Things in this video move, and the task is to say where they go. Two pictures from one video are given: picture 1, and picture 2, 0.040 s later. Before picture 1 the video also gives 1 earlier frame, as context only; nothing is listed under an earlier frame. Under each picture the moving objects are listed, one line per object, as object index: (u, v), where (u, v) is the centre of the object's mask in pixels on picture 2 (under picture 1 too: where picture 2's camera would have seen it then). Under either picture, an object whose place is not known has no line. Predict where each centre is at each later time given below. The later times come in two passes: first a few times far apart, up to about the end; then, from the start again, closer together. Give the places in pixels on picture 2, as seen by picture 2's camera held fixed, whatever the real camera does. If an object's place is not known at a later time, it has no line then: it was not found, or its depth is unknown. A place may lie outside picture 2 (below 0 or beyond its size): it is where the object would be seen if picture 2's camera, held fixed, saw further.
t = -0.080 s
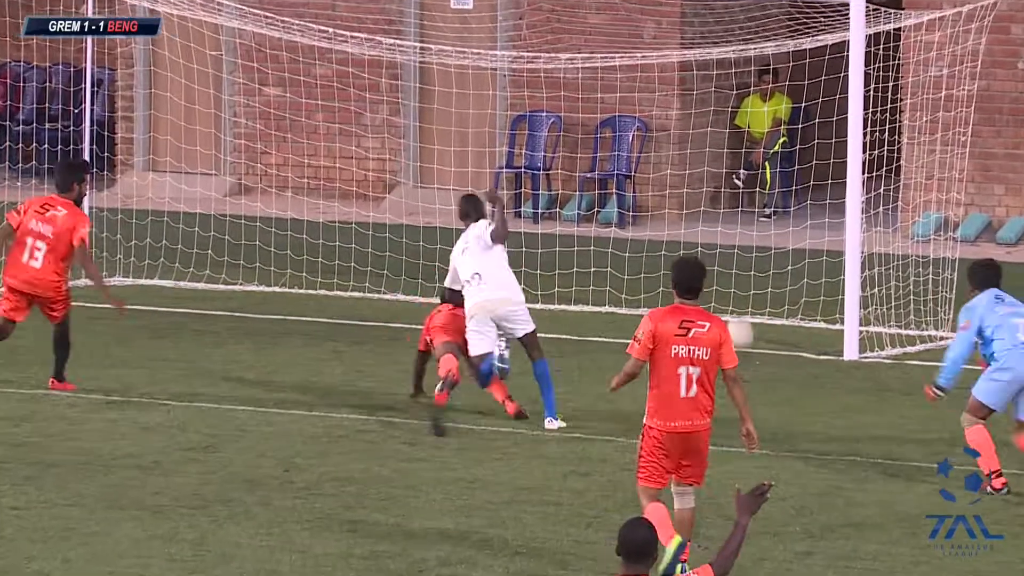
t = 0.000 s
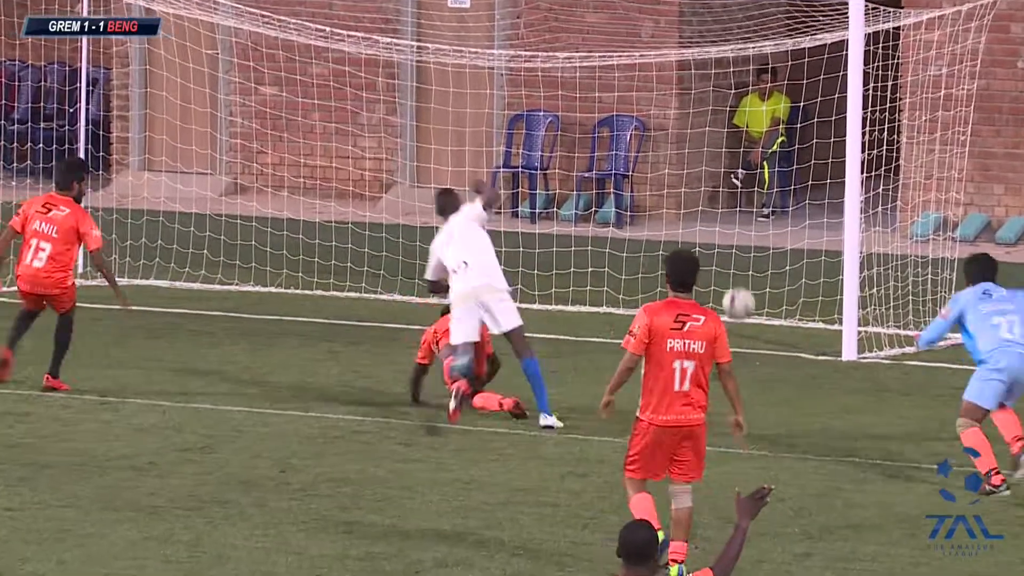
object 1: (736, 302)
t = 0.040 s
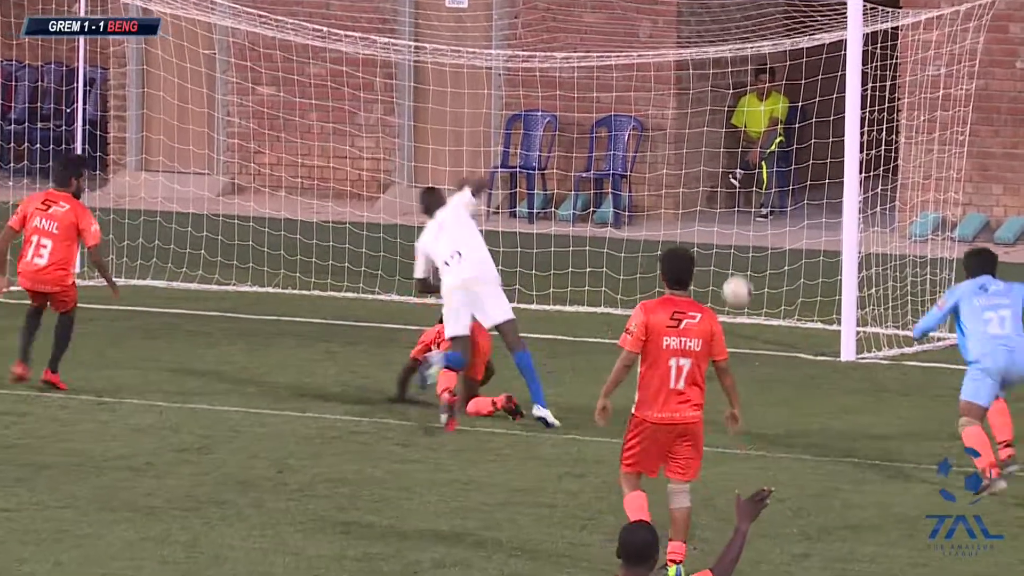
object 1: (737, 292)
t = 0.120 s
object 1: (740, 275)
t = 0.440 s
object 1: (739, 304)
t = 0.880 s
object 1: (753, 283)
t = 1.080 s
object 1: (750, 293)
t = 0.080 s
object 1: (739, 282)
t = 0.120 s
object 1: (740, 275)
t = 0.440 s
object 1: (739, 304)
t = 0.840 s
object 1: (753, 282)
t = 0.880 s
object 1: (753, 283)
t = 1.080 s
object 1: (750, 293)
